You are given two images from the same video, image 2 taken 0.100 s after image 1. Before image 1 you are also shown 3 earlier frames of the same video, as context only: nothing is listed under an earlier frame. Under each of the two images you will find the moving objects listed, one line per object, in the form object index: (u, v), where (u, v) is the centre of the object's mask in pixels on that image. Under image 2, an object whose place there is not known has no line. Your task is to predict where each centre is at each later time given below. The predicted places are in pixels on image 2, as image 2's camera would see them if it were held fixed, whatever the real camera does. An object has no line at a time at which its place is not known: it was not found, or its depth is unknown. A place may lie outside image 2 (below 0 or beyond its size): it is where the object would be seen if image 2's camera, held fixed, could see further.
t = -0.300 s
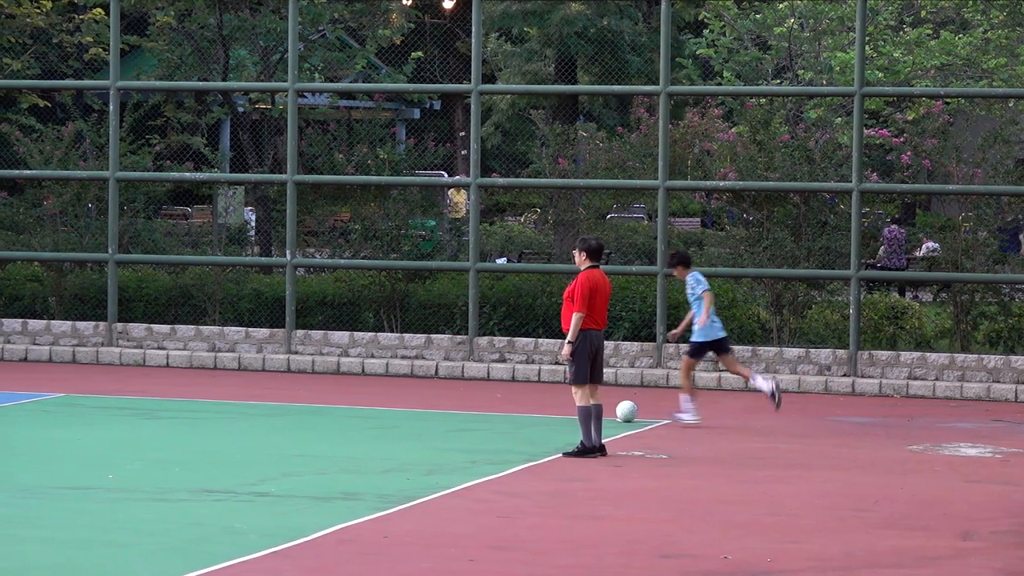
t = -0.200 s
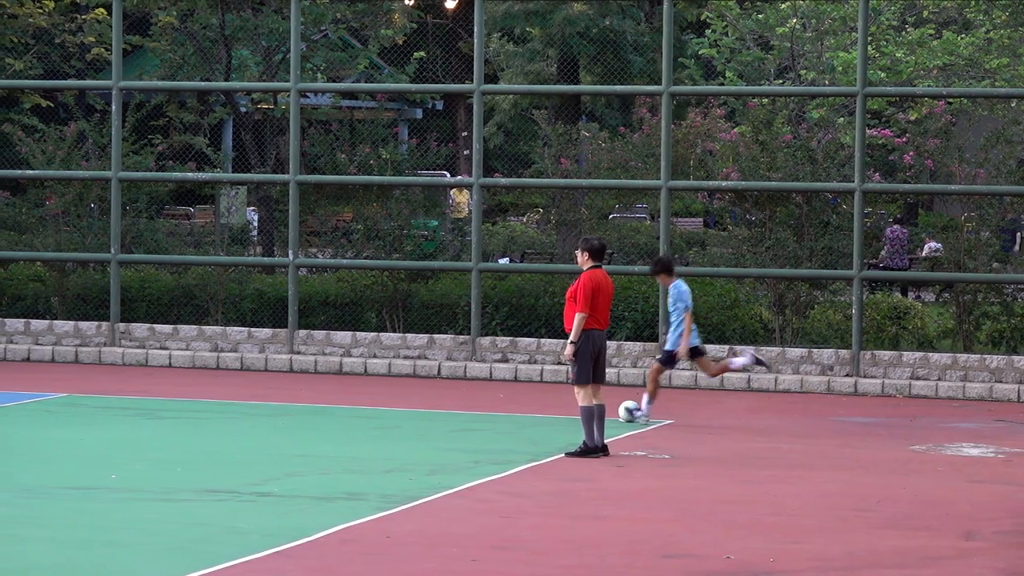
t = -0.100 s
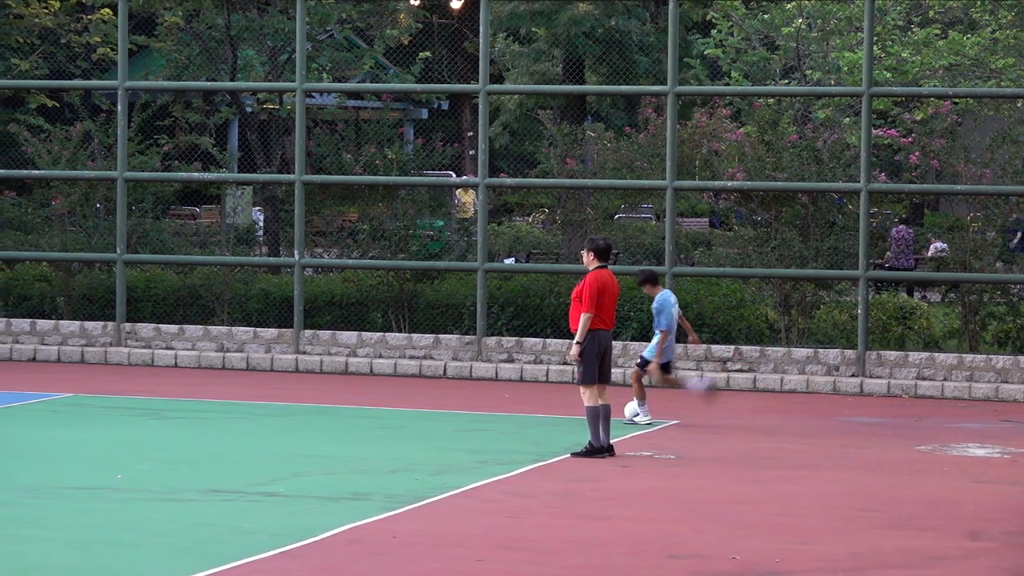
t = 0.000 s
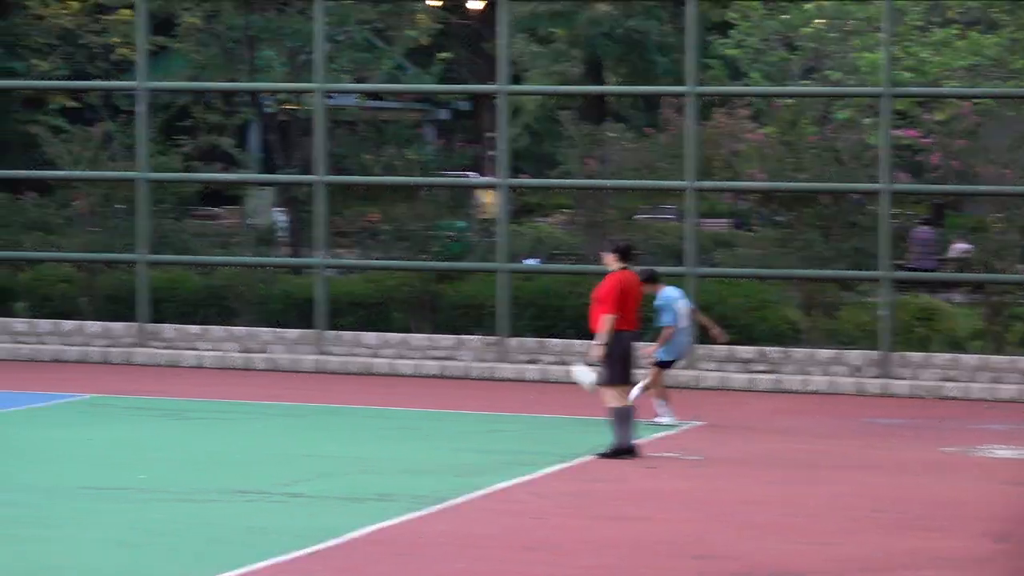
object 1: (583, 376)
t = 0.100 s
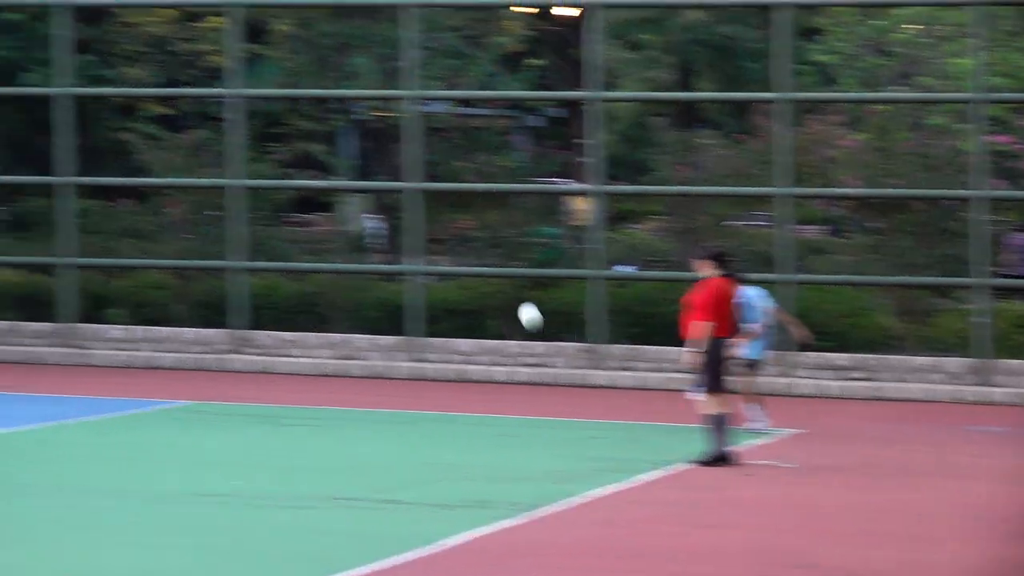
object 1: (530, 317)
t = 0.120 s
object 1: (501, 304)
